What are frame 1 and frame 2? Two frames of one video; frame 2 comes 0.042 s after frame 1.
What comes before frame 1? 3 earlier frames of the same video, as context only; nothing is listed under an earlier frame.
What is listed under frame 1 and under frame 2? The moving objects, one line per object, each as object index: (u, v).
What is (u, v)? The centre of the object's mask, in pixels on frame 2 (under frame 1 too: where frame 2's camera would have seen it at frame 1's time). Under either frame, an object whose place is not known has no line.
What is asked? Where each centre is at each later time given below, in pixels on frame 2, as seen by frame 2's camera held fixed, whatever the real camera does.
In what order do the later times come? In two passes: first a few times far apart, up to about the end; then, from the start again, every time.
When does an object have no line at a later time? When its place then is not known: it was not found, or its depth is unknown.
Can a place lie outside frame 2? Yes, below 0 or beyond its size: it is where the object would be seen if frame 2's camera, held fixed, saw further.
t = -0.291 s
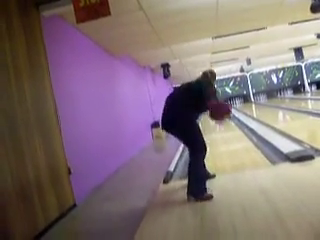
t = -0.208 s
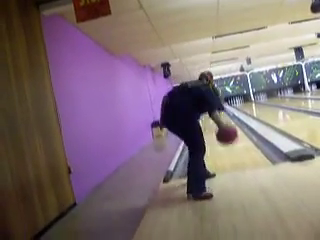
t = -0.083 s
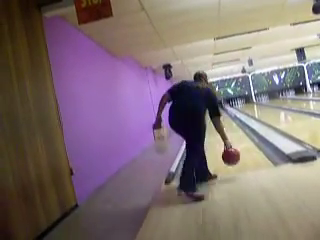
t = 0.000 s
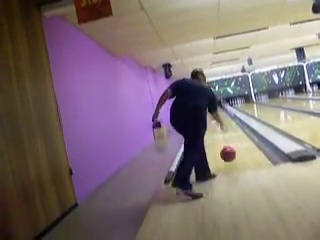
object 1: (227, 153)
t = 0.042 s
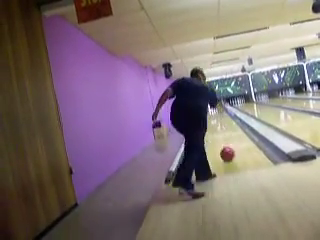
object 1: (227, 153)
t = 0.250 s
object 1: (221, 140)
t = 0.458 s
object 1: (218, 130)
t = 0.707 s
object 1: (216, 124)
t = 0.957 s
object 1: (213, 119)
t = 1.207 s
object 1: (213, 118)
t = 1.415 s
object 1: (213, 118)
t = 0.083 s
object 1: (225, 150)
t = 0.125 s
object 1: (224, 147)
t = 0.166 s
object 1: (223, 145)
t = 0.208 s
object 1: (222, 142)
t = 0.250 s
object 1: (221, 140)
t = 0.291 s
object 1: (220, 138)
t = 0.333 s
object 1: (220, 136)
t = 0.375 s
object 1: (219, 134)
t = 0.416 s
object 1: (218, 132)
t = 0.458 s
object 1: (218, 130)
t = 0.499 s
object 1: (217, 129)
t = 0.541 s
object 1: (217, 128)
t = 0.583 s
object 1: (217, 127)
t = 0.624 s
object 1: (216, 126)
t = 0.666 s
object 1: (216, 125)
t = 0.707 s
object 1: (216, 124)
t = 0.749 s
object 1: (215, 123)
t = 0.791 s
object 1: (215, 122)
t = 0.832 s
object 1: (214, 121)
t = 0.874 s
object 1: (214, 120)
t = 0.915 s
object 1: (214, 120)
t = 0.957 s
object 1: (213, 119)
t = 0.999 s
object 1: (213, 119)
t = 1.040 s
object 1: (212, 118)
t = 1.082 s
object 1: (213, 118)
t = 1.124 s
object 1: (213, 118)
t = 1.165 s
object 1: (213, 118)
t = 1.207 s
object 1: (213, 118)
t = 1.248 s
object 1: (212, 118)
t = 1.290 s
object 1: (213, 118)
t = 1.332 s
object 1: (214, 117)
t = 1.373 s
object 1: (214, 118)
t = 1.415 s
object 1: (213, 118)
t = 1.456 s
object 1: (214, 118)
